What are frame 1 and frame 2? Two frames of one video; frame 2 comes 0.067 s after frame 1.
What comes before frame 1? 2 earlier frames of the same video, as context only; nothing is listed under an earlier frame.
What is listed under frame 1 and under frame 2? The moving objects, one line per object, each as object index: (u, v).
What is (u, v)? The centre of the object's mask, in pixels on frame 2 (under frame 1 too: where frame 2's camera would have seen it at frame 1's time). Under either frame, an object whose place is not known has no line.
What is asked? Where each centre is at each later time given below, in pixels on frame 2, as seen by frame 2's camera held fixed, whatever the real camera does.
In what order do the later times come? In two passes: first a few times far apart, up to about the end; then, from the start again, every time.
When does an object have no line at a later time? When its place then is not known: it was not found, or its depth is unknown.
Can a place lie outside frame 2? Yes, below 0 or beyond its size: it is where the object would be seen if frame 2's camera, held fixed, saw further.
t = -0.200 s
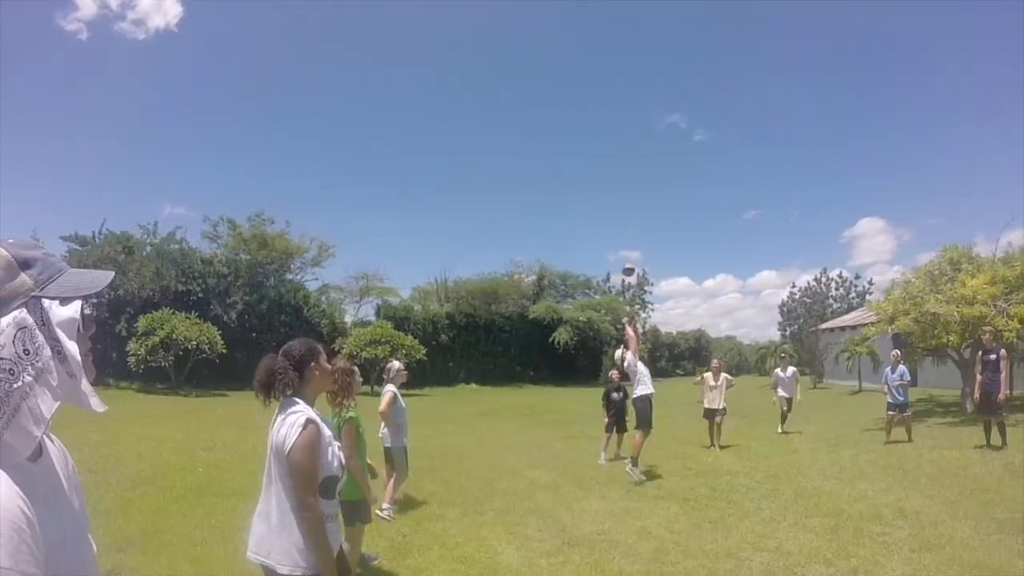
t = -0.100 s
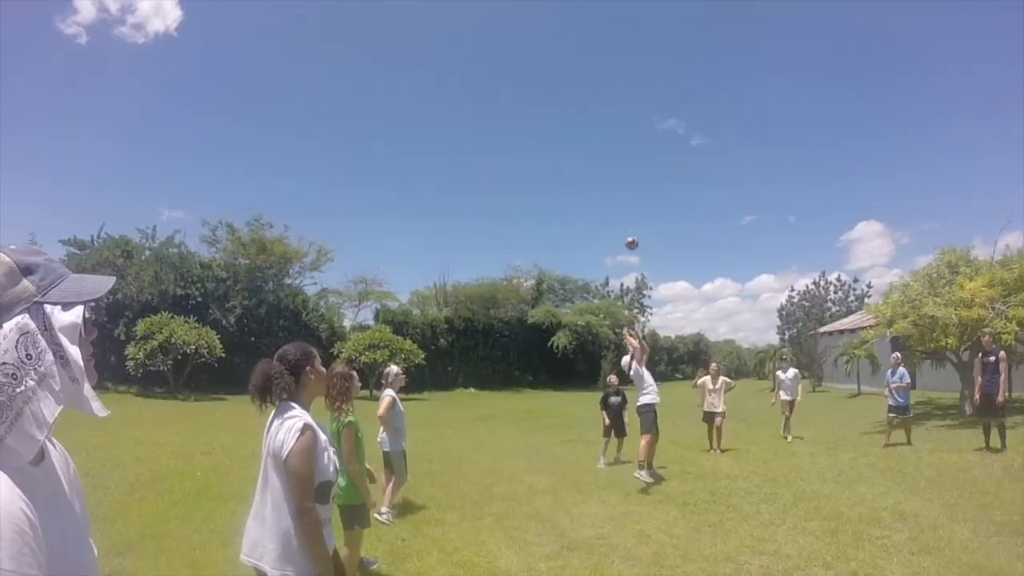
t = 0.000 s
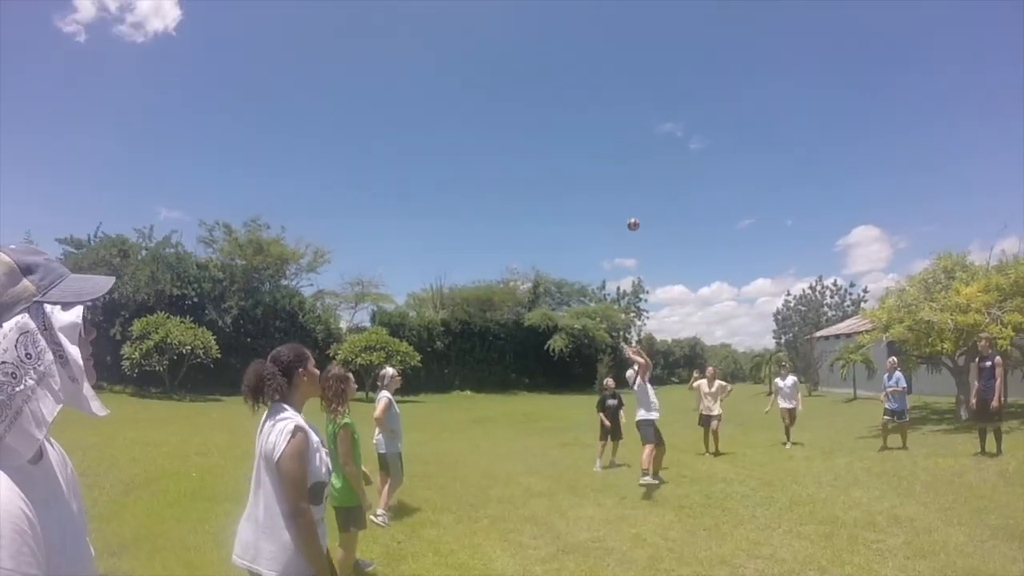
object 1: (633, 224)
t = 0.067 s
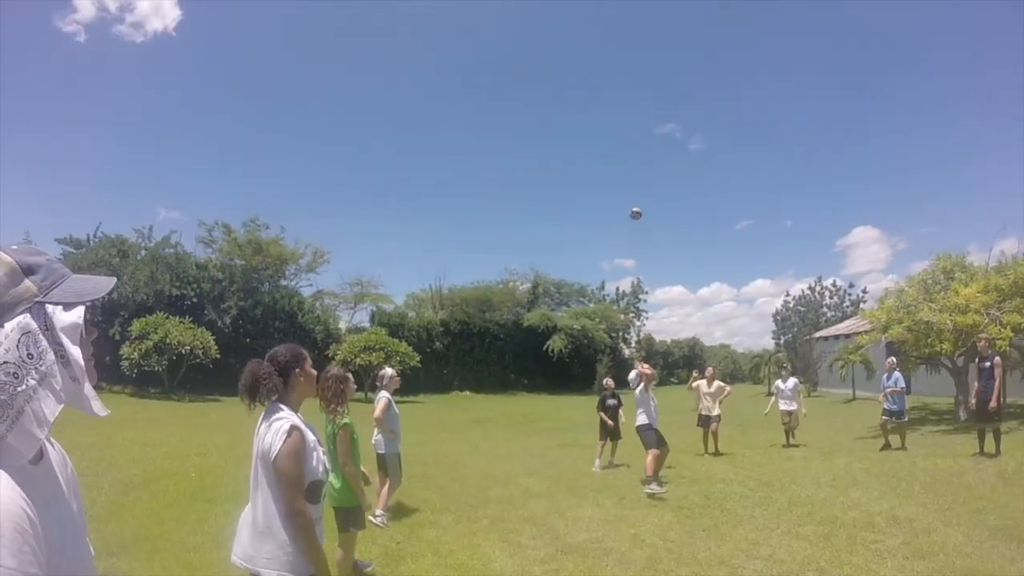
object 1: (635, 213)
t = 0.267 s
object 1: (642, 196)
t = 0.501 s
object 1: (651, 203)
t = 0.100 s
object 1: (636, 209)
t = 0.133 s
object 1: (637, 205)
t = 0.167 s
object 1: (639, 202)
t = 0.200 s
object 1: (639, 199)
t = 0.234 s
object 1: (641, 197)
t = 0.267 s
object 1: (642, 196)
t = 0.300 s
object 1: (643, 195)
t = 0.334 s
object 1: (645, 195)
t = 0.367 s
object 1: (646, 195)
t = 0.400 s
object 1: (647, 196)
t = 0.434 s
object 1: (648, 198)
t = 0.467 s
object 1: (650, 201)
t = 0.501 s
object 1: (651, 203)
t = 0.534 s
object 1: (653, 207)
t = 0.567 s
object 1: (654, 211)
